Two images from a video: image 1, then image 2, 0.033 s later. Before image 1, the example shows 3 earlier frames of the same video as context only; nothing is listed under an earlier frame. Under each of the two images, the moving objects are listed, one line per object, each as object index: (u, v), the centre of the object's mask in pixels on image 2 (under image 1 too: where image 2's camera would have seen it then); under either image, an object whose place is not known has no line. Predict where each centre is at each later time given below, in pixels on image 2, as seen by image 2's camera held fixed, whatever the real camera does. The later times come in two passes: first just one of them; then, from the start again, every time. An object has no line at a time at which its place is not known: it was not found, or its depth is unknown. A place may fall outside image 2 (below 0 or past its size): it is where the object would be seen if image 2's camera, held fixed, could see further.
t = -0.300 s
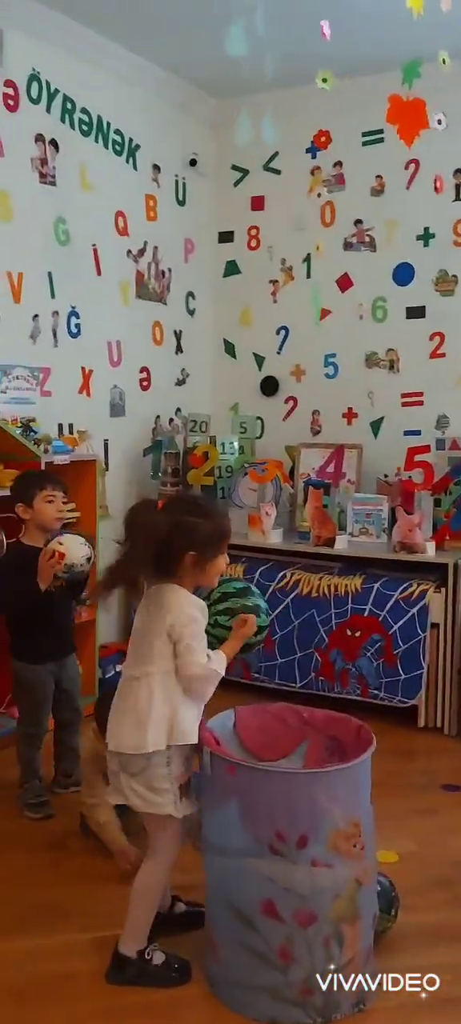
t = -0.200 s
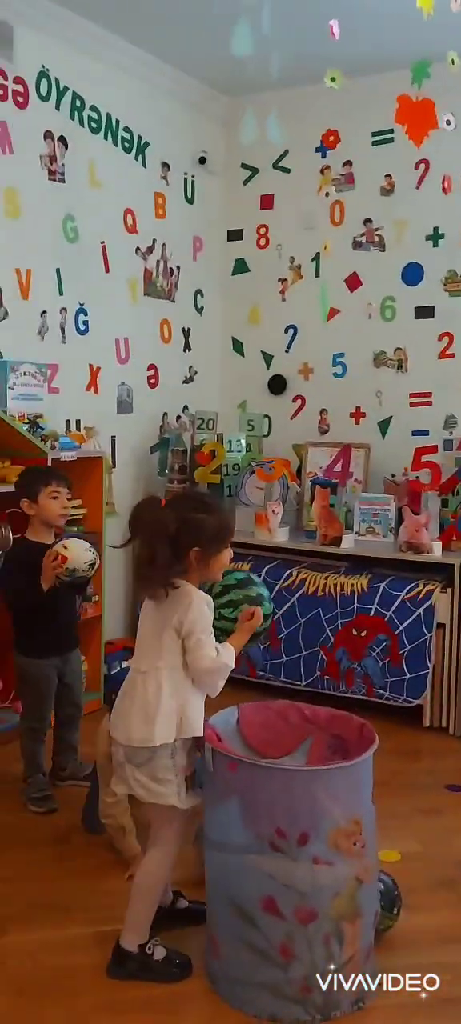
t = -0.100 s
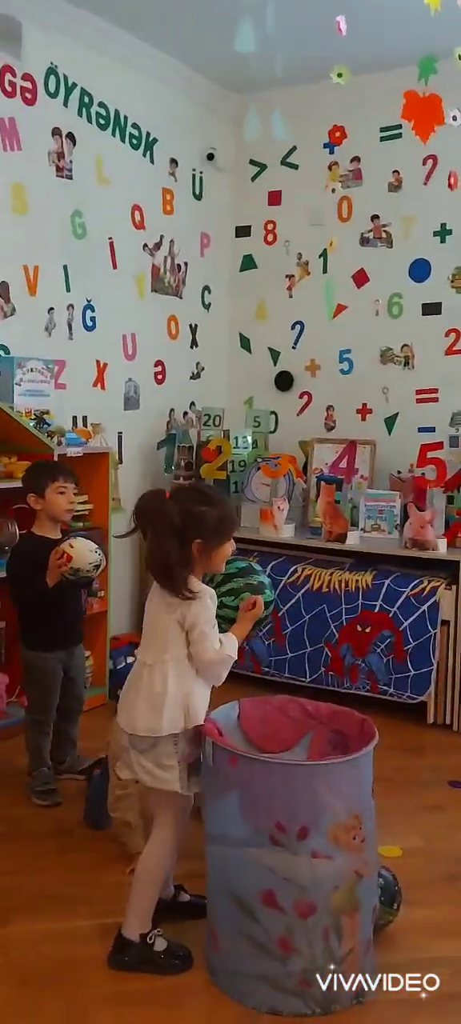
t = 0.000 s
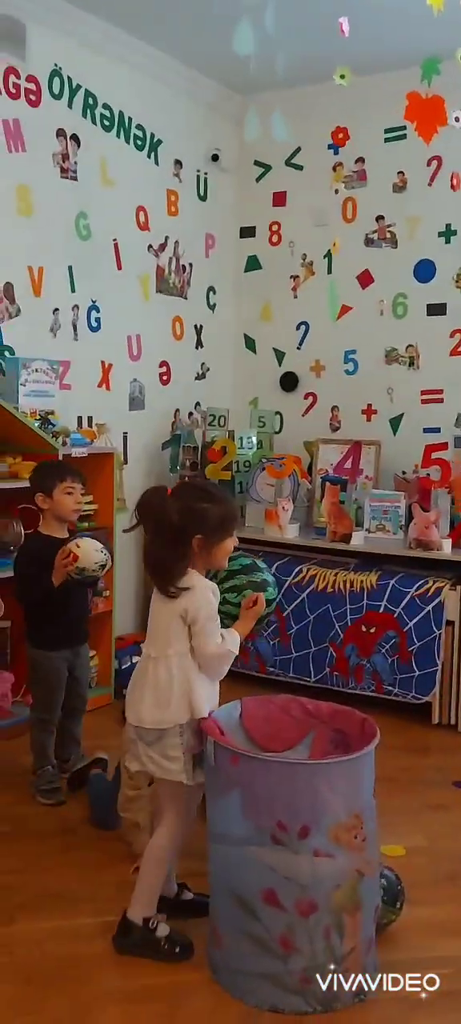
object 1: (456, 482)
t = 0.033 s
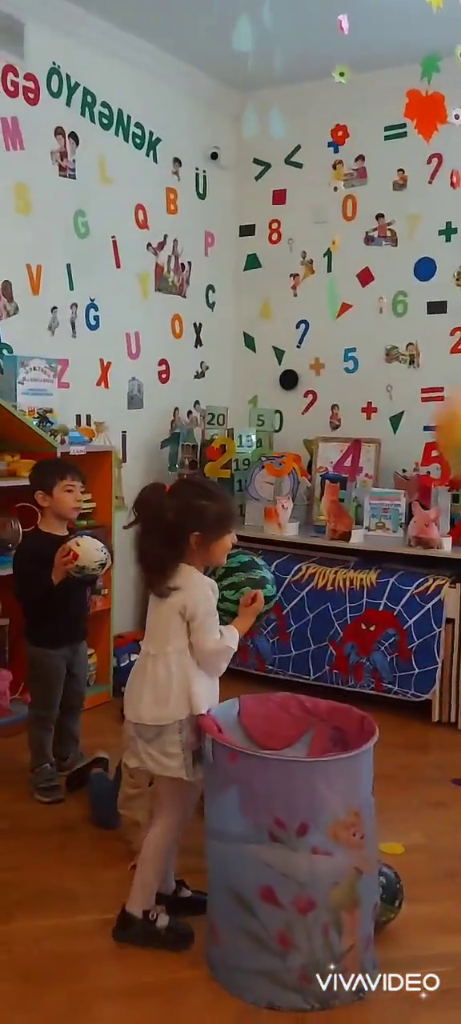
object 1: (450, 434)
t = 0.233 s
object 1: (365, 218)
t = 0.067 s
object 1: (441, 384)
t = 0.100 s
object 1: (432, 341)
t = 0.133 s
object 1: (421, 304)
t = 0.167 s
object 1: (406, 270)
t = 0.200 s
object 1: (387, 242)
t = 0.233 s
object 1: (365, 218)
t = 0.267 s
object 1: (347, 202)
